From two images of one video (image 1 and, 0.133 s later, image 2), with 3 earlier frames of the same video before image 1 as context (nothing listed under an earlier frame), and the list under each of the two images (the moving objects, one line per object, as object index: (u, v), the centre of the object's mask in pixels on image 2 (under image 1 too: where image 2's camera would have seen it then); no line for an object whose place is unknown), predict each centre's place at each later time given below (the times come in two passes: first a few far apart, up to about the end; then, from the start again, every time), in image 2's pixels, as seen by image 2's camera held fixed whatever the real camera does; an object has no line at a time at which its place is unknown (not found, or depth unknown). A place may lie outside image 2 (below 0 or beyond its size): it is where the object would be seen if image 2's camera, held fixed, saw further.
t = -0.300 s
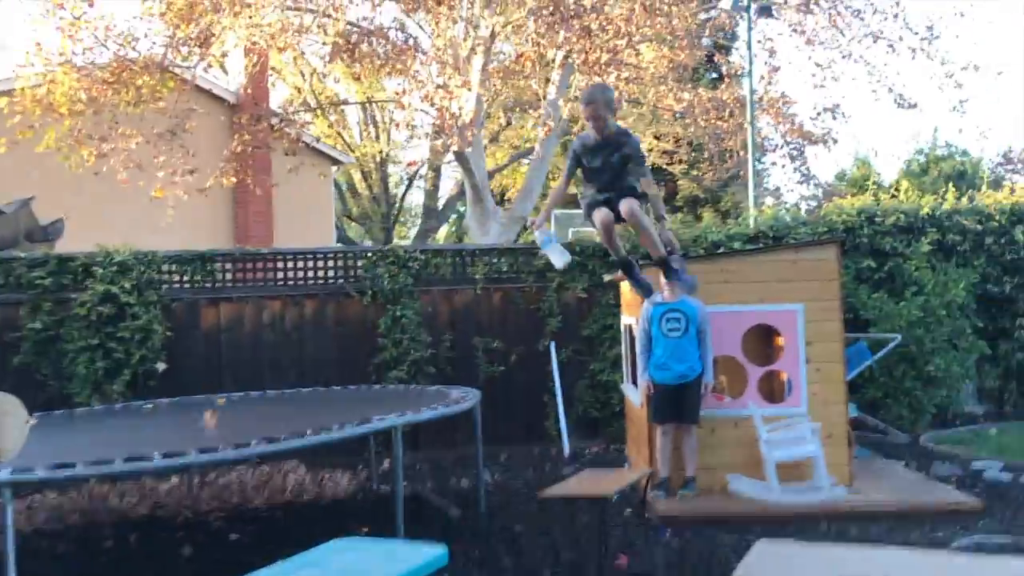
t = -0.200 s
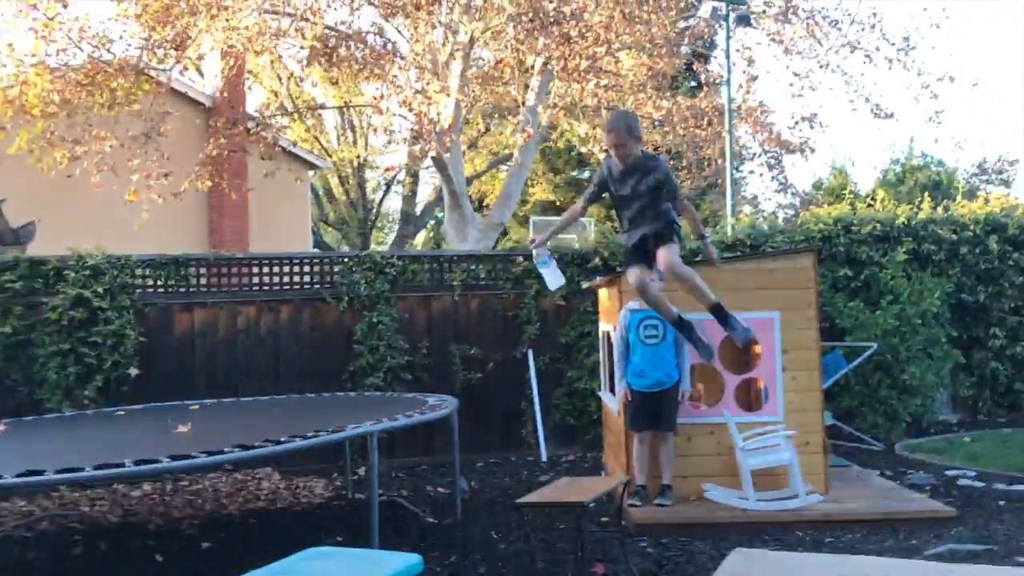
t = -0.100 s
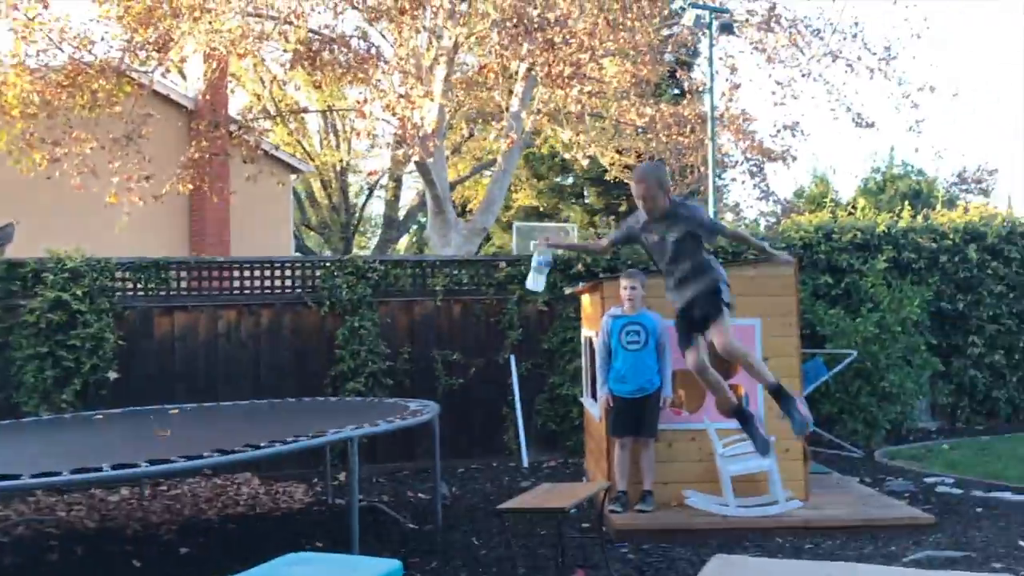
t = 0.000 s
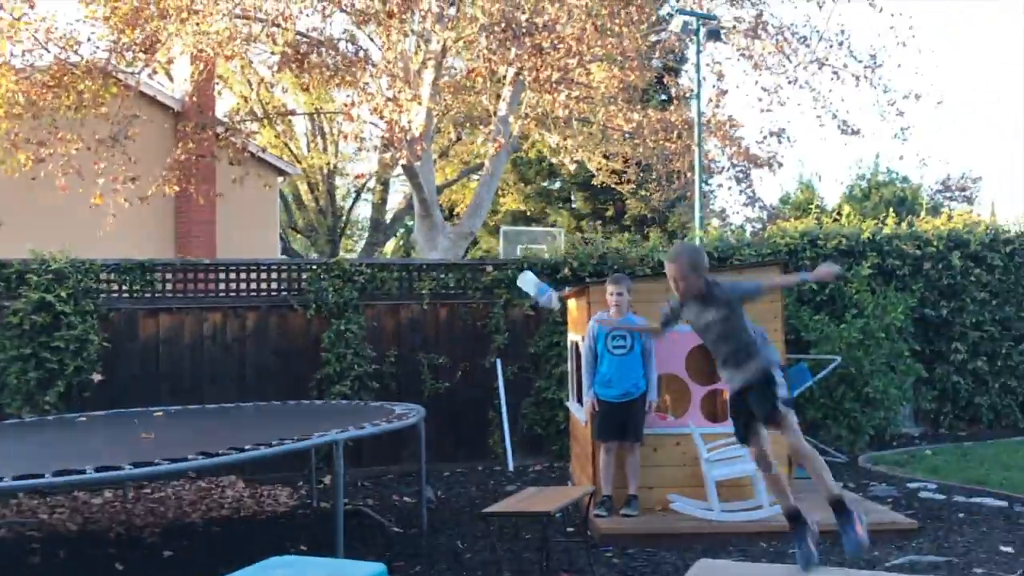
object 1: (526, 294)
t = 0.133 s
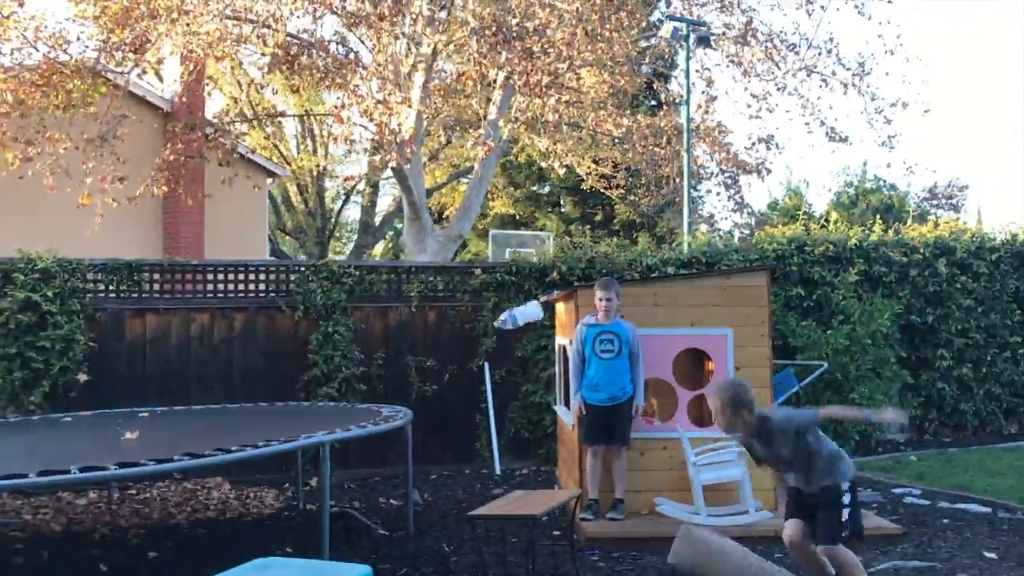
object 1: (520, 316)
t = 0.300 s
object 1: (535, 397)
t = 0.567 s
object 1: (551, 476)
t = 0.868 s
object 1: (551, 476)
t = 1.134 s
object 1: (551, 478)
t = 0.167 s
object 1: (523, 326)
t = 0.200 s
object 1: (526, 340)
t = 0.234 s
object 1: (529, 356)
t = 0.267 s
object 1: (532, 375)
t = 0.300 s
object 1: (535, 397)
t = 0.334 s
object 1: (539, 421)
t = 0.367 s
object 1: (543, 449)
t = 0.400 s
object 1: (546, 477)
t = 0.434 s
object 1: (547, 476)
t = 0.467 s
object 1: (549, 476)
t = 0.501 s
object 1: (551, 476)
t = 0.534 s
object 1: (551, 476)
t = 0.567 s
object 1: (551, 476)
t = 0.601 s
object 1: (551, 476)
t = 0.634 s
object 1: (551, 476)
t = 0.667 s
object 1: (551, 476)
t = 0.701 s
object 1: (552, 476)
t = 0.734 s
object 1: (552, 476)
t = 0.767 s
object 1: (552, 476)
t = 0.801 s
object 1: (551, 476)
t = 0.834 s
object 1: (551, 476)
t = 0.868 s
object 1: (551, 476)
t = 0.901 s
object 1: (551, 476)
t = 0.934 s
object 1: (551, 476)
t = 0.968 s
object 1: (552, 477)
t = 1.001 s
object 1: (552, 476)
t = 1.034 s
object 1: (552, 477)
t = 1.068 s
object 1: (551, 477)
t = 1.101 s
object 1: (551, 477)
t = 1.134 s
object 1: (551, 478)
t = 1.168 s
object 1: (547, 481)
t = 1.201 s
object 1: (547, 482)
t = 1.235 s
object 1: (550, 480)
